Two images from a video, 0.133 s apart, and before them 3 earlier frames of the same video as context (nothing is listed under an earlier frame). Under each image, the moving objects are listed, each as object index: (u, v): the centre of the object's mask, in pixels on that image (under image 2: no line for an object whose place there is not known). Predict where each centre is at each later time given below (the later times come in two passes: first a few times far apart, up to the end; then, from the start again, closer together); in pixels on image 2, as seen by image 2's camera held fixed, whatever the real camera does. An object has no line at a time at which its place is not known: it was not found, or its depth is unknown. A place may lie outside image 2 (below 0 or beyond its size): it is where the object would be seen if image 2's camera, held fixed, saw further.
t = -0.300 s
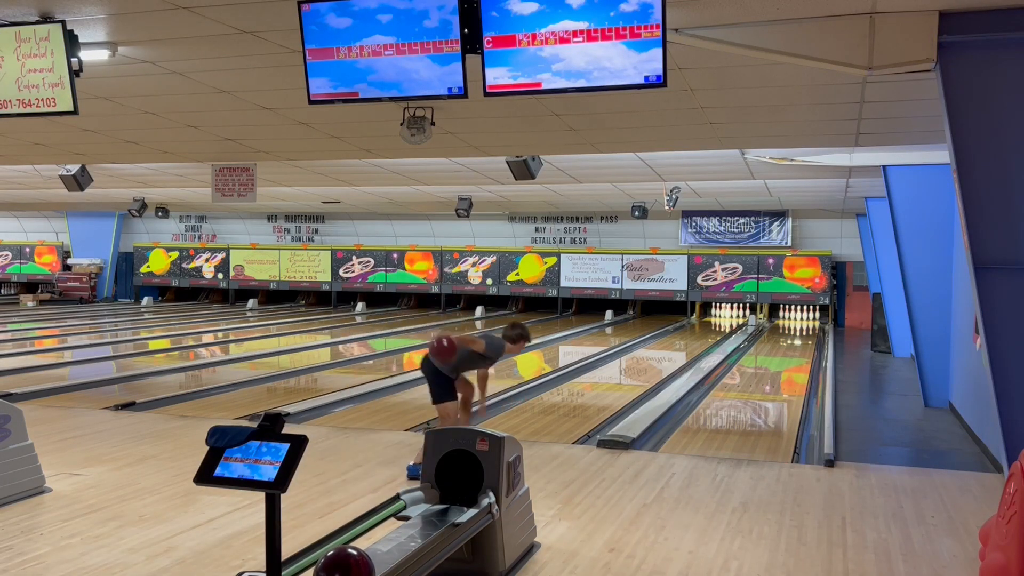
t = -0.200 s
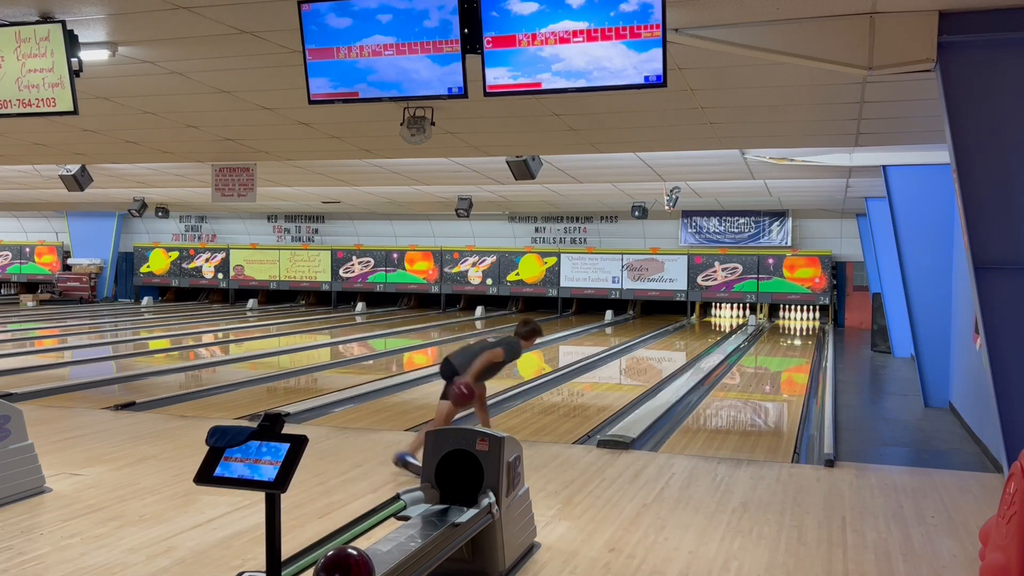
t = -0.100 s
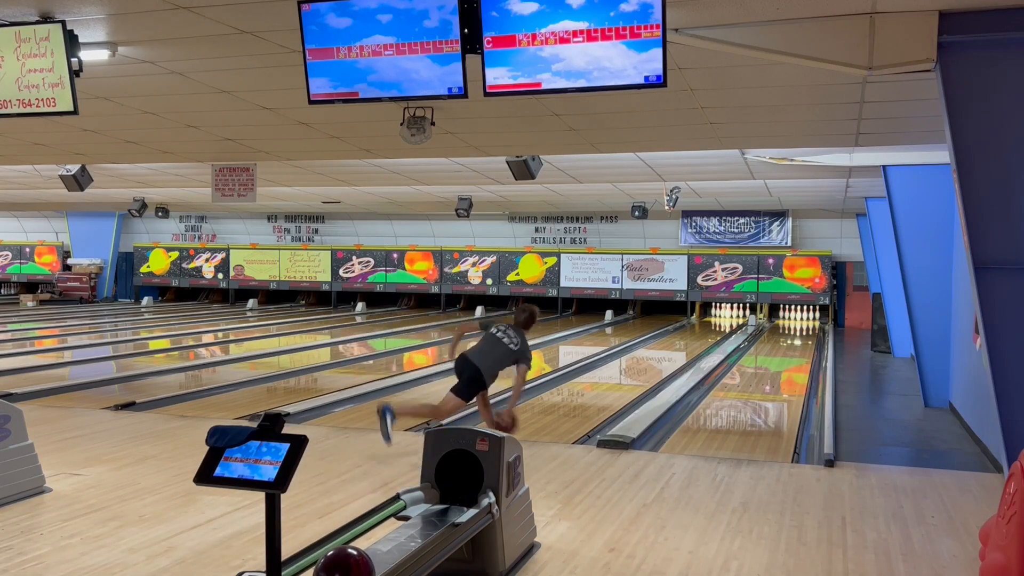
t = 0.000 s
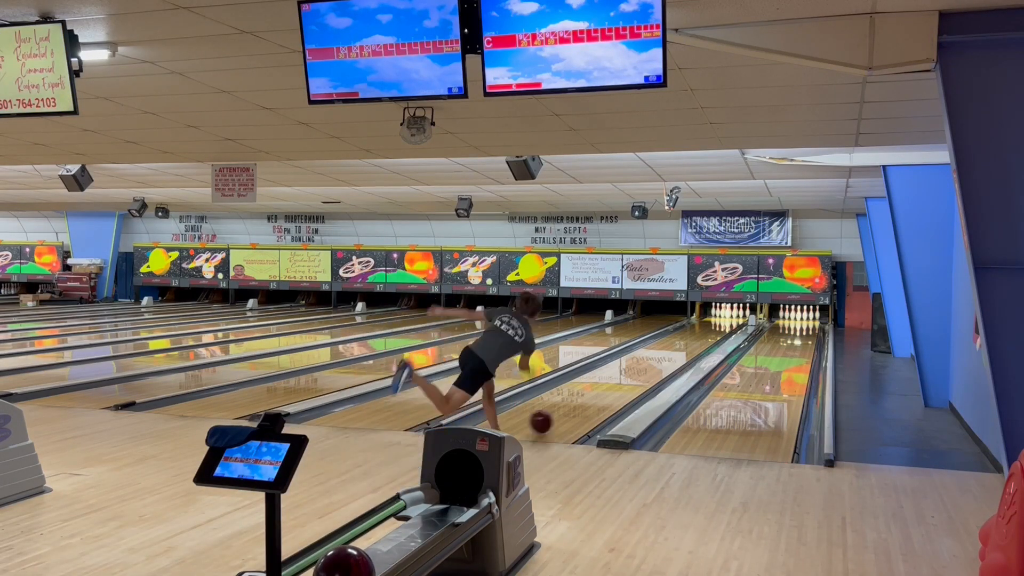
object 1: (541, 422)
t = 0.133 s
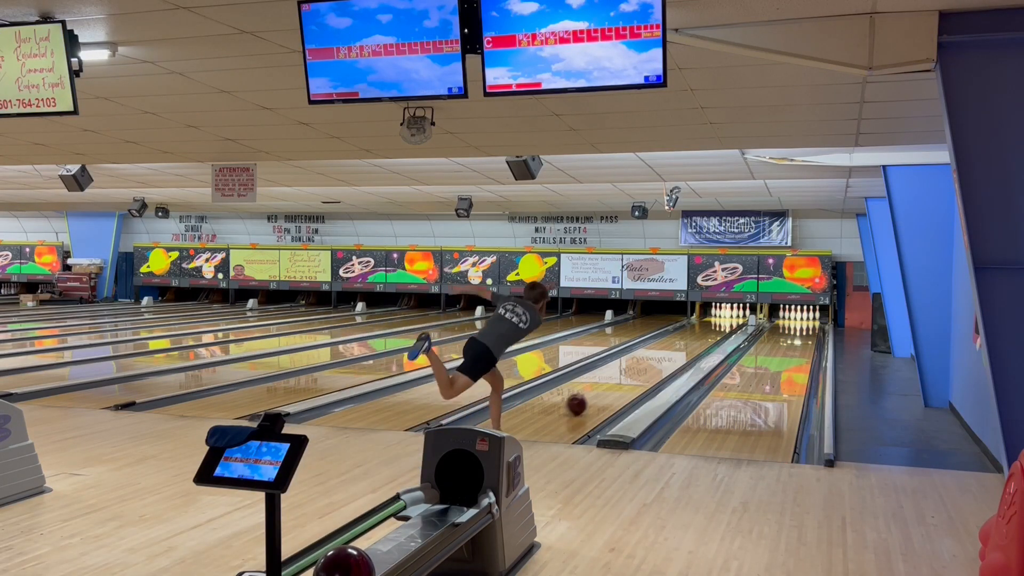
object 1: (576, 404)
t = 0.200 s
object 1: (591, 397)
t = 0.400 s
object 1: (627, 379)
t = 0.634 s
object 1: (659, 363)
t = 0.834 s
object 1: (679, 352)
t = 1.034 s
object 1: (694, 344)
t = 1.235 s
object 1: (706, 337)
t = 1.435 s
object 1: (715, 331)
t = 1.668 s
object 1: (722, 325)
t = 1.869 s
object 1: (727, 321)
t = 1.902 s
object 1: (727, 320)
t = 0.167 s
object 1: (584, 401)
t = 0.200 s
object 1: (591, 397)
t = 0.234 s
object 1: (598, 393)
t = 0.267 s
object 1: (604, 390)
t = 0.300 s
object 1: (611, 387)
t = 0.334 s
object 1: (616, 384)
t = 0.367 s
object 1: (622, 381)
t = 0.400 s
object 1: (627, 379)
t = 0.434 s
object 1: (632, 376)
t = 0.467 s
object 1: (637, 374)
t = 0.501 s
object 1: (642, 371)
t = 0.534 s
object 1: (646, 369)
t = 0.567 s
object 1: (651, 367)
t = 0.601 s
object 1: (655, 365)
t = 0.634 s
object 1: (659, 363)
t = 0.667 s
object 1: (662, 361)
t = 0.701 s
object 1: (666, 359)
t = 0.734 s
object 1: (669, 357)
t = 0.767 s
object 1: (672, 356)
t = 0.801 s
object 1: (676, 354)
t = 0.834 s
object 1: (679, 352)
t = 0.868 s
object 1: (682, 351)
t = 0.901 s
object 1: (684, 349)
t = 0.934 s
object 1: (687, 348)
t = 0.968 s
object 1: (690, 347)
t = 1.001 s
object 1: (692, 346)
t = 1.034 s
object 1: (694, 344)
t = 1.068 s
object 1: (697, 343)
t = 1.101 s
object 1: (699, 341)
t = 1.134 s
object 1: (701, 340)
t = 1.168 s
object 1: (703, 339)
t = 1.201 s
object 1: (705, 338)
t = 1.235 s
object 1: (706, 337)
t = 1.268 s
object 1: (708, 336)
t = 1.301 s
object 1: (710, 335)
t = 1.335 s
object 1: (712, 334)
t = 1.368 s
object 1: (713, 333)
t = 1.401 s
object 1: (714, 332)
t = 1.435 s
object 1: (715, 331)
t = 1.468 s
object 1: (716, 330)
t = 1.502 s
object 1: (718, 329)
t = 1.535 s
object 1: (719, 328)
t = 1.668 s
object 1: (722, 325)
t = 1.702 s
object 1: (724, 324)
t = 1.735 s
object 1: (724, 323)
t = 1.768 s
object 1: (725, 323)
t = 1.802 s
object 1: (726, 322)
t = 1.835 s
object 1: (727, 321)
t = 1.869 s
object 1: (727, 321)
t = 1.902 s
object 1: (727, 320)
